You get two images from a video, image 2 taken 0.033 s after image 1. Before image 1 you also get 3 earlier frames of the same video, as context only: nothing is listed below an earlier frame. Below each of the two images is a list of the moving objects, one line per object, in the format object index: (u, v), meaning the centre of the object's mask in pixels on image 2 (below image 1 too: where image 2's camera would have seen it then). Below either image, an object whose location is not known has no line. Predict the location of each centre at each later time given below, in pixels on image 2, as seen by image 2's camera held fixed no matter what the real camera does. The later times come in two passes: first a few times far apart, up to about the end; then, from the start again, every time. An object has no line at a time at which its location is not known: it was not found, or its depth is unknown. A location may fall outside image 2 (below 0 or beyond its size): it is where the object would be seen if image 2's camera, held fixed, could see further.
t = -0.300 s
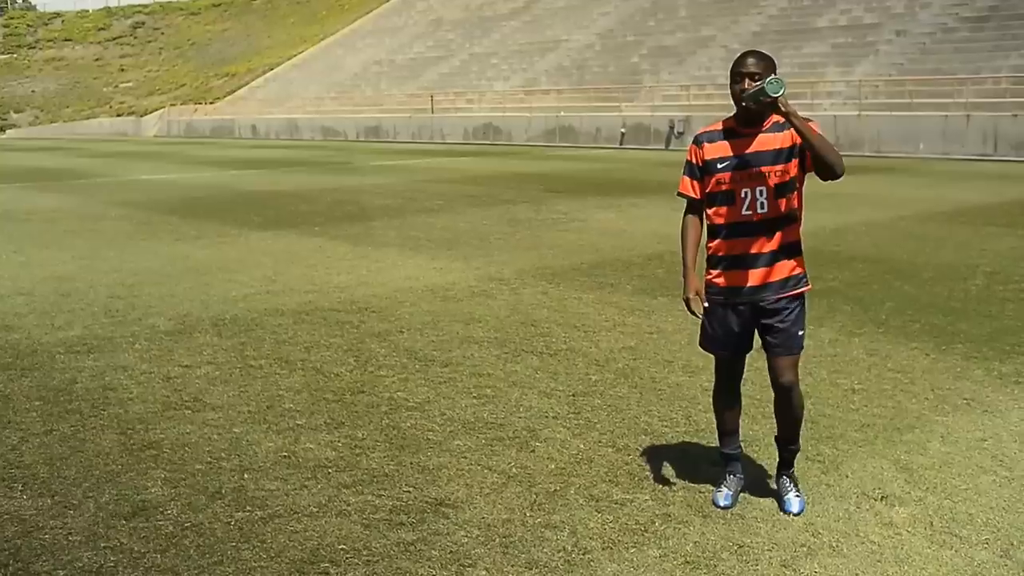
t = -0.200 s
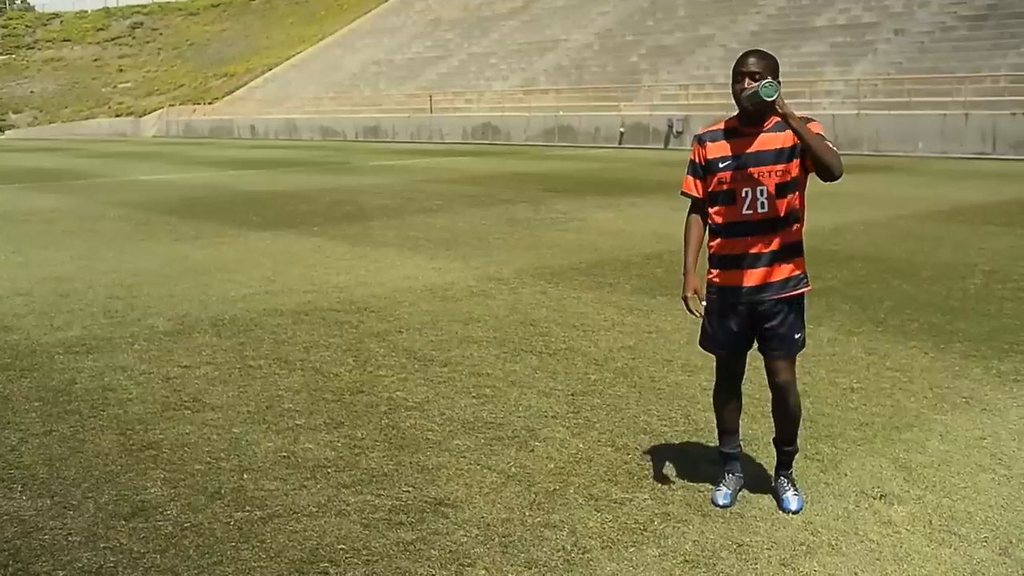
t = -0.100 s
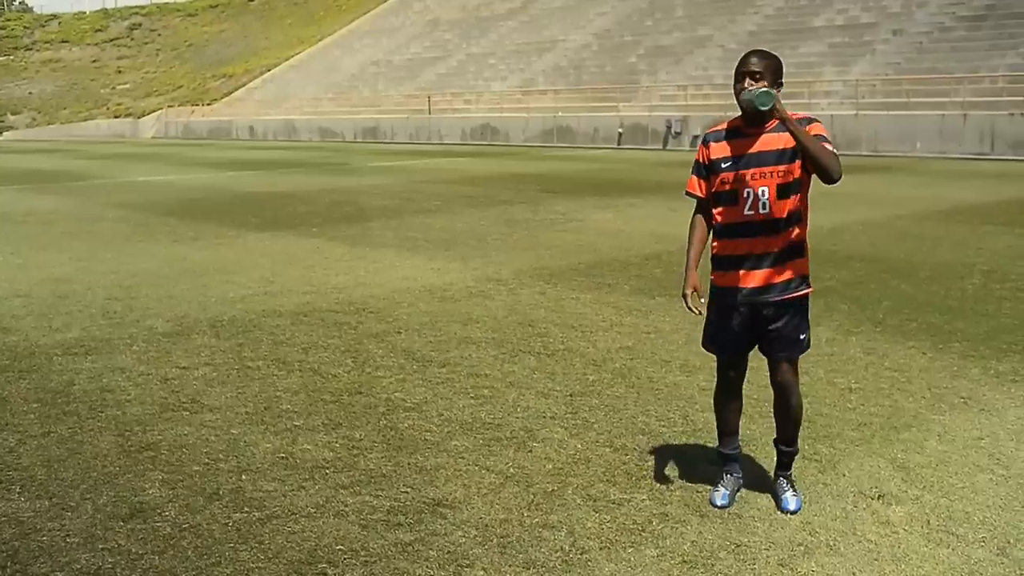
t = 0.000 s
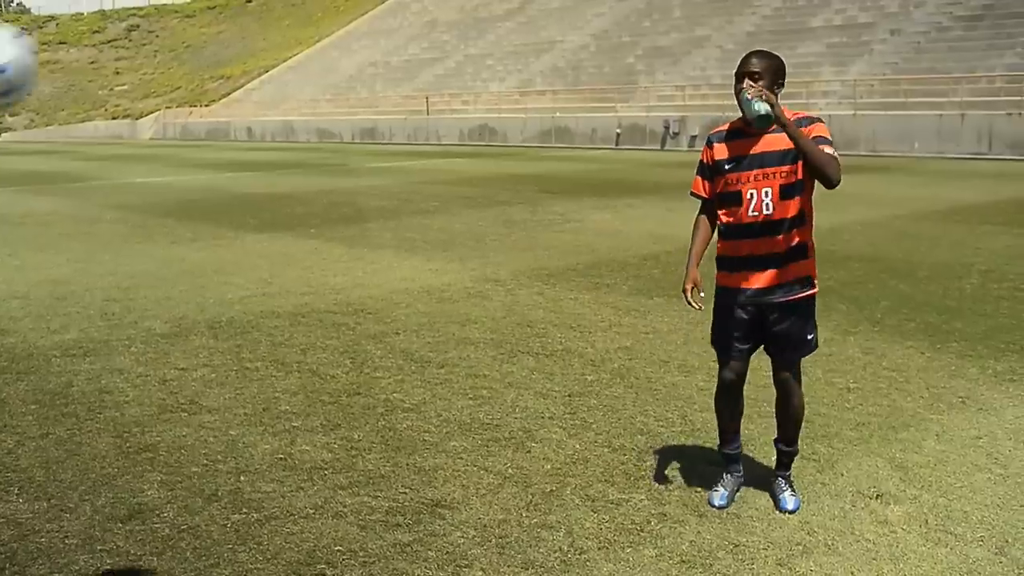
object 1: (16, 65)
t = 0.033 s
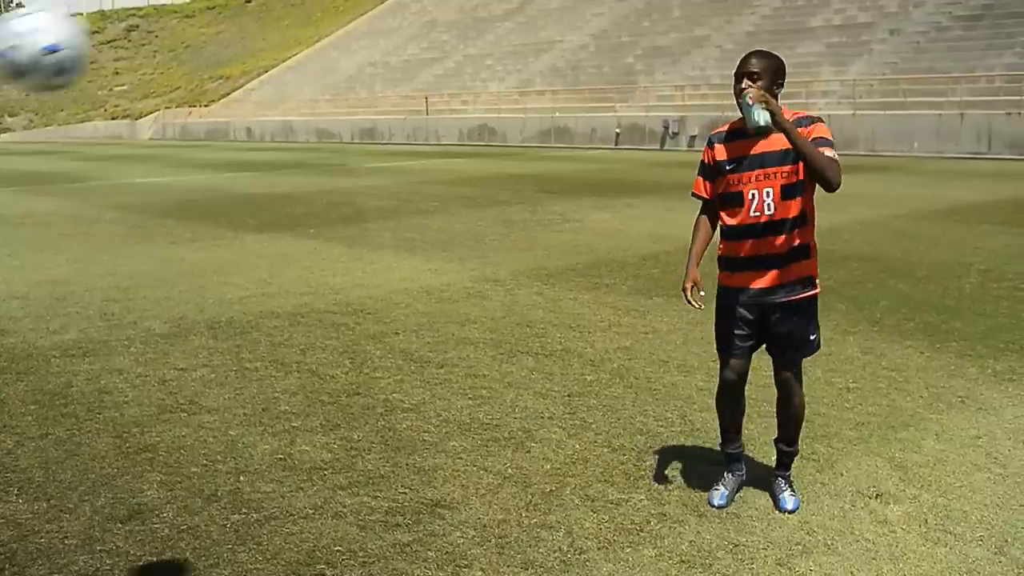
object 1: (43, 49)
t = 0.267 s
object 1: (393, 40)
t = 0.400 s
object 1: (563, 117)
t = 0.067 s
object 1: (93, 35)
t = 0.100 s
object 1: (148, 29)
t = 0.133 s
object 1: (201, 26)
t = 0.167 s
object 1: (251, 25)
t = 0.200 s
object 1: (301, 28)
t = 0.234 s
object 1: (347, 32)
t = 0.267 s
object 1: (393, 40)
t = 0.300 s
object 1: (438, 54)
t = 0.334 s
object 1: (481, 71)
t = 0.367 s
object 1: (521, 92)
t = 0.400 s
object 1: (563, 117)
